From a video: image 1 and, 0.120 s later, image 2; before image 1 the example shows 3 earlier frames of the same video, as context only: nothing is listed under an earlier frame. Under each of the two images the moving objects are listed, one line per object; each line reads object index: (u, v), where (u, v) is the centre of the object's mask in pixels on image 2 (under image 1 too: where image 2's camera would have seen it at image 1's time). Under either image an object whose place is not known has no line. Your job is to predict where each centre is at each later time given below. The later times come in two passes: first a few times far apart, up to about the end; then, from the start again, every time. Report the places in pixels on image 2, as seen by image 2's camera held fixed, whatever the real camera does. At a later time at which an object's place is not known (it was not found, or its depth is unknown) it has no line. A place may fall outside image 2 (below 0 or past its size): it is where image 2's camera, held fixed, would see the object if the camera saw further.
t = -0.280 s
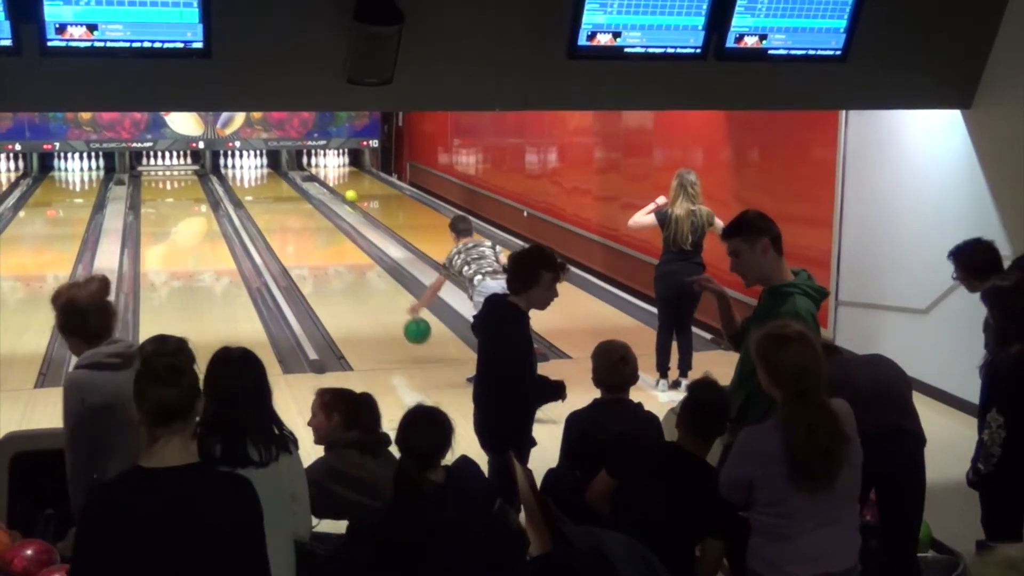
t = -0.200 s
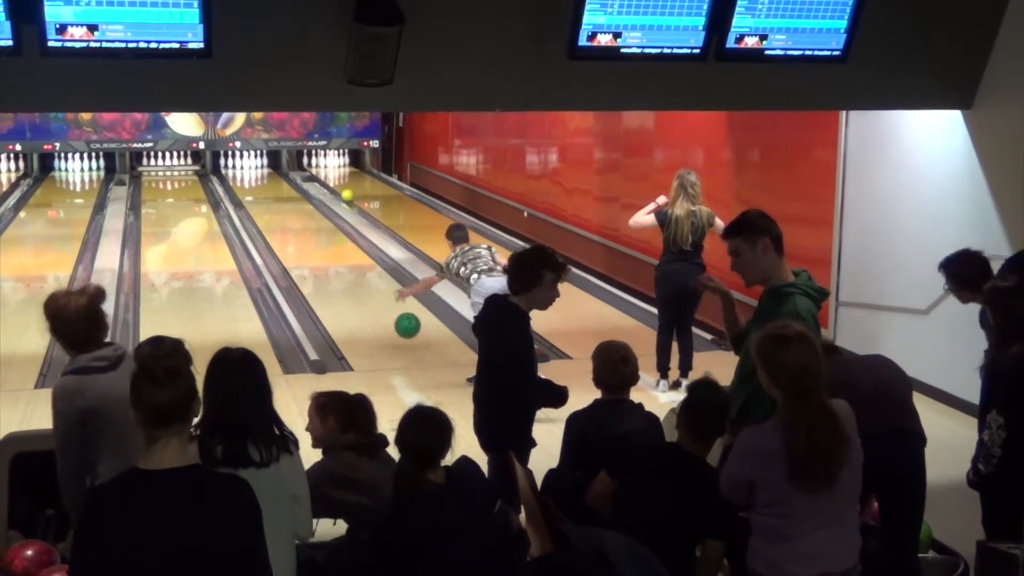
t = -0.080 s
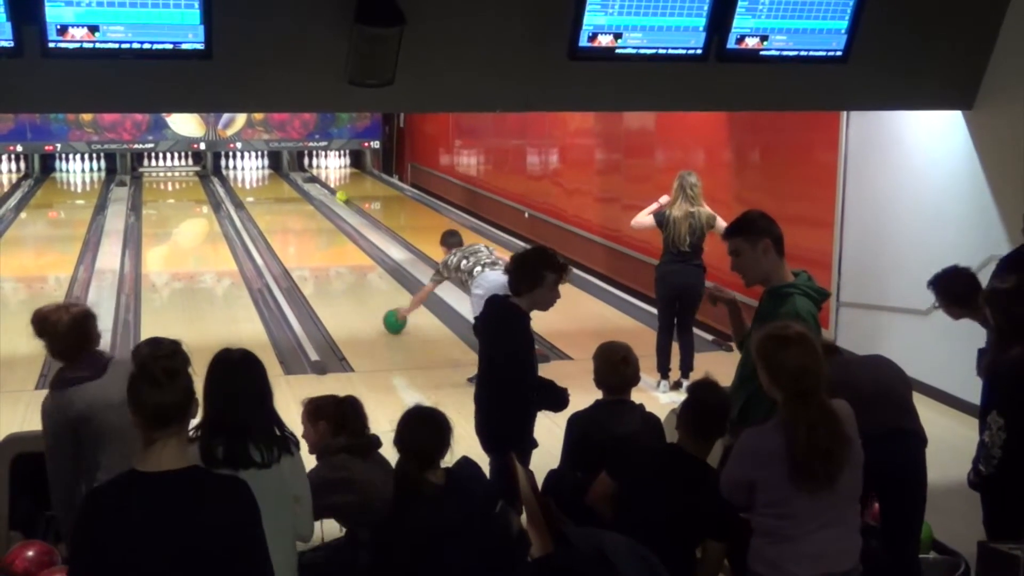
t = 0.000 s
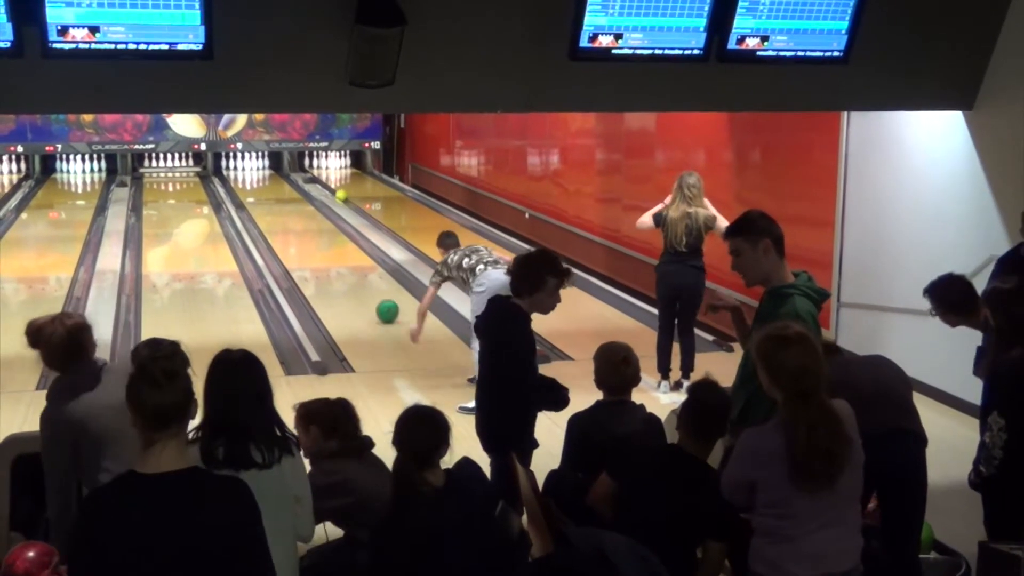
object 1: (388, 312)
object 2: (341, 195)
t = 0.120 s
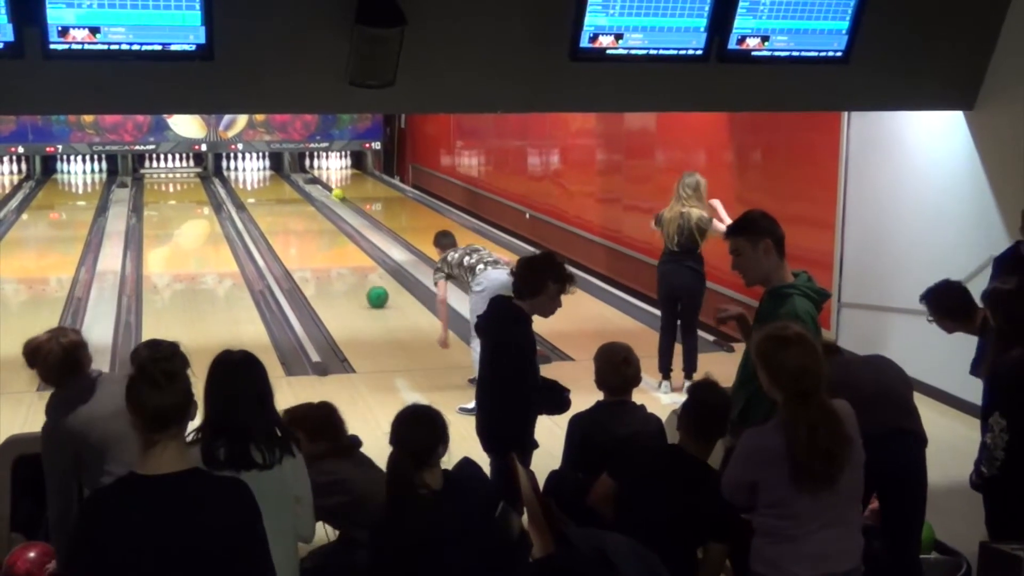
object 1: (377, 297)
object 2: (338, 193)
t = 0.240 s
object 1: (368, 284)
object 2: (335, 191)
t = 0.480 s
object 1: (353, 262)
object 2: (331, 188)
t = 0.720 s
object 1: (341, 245)
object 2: (327, 184)
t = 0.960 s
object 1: (331, 230)
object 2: (323, 181)
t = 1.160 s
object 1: (324, 219)
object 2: (319, 178)
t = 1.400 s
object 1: (317, 209)
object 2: (317, 176)
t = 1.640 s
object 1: (311, 199)
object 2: (311, 172)
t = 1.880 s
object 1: (307, 192)
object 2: (308, 170)
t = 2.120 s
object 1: (304, 188)
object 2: (305, 168)
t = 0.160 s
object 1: (374, 292)
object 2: (337, 193)
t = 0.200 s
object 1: (371, 288)
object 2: (336, 192)
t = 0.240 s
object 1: (368, 284)
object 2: (335, 191)
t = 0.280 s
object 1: (366, 280)
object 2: (335, 191)
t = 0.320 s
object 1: (363, 276)
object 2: (334, 190)
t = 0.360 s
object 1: (361, 272)
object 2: (333, 190)
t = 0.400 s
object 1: (358, 269)
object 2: (332, 190)
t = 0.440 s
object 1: (356, 265)
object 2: (332, 188)
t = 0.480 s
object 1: (353, 262)
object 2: (331, 188)
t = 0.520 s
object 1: (351, 258)
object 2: (330, 187)
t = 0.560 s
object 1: (349, 255)
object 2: (330, 186)
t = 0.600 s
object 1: (347, 253)
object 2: (329, 186)
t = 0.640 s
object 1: (345, 250)
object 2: (328, 186)
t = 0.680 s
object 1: (343, 247)
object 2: (327, 185)
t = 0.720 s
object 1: (341, 245)
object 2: (327, 184)
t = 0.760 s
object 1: (339, 242)
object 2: (326, 183)
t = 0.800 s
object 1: (338, 239)
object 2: (325, 183)
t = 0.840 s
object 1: (336, 236)
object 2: (324, 183)
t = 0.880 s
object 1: (334, 234)
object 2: (324, 182)
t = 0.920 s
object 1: (332, 232)
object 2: (323, 181)
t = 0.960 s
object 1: (331, 230)
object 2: (323, 181)
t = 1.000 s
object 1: (329, 228)
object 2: (322, 181)
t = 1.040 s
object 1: (328, 225)
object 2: (321, 180)
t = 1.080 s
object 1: (326, 224)
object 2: (320, 179)
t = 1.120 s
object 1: (325, 221)
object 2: (320, 179)
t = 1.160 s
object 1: (324, 219)
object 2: (319, 178)
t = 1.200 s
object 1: (322, 217)
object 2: (319, 178)
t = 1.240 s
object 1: (321, 215)
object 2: (318, 177)
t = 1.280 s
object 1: (320, 213)
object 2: (318, 177)
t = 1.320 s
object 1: (319, 212)
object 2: (318, 176)
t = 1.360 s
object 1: (318, 210)
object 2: (318, 176)
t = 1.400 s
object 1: (317, 209)
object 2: (317, 176)
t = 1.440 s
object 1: (315, 207)
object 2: (315, 174)
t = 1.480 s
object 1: (315, 205)
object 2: (314, 174)
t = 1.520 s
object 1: (314, 204)
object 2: (313, 173)
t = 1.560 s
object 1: (313, 202)
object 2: (312, 172)
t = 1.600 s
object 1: (312, 200)
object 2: (311, 172)
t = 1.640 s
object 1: (311, 199)
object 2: (311, 172)
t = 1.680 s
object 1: (310, 198)
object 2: (310, 171)
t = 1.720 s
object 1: (309, 197)
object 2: (310, 171)
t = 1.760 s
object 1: (309, 195)
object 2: (309, 171)
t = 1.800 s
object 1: (308, 194)
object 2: (309, 171)
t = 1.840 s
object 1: (307, 192)
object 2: (309, 171)
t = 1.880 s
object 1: (307, 192)
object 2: (308, 170)
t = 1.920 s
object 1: (307, 192)
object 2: (307, 169)
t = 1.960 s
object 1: (307, 192)
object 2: (307, 169)
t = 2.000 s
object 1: (307, 192)
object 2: (307, 169)
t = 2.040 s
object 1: (305, 190)
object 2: (306, 169)
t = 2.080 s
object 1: (304, 189)
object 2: (306, 168)
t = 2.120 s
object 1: (304, 188)
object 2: (305, 168)
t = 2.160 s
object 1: (302, 187)
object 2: (305, 168)
